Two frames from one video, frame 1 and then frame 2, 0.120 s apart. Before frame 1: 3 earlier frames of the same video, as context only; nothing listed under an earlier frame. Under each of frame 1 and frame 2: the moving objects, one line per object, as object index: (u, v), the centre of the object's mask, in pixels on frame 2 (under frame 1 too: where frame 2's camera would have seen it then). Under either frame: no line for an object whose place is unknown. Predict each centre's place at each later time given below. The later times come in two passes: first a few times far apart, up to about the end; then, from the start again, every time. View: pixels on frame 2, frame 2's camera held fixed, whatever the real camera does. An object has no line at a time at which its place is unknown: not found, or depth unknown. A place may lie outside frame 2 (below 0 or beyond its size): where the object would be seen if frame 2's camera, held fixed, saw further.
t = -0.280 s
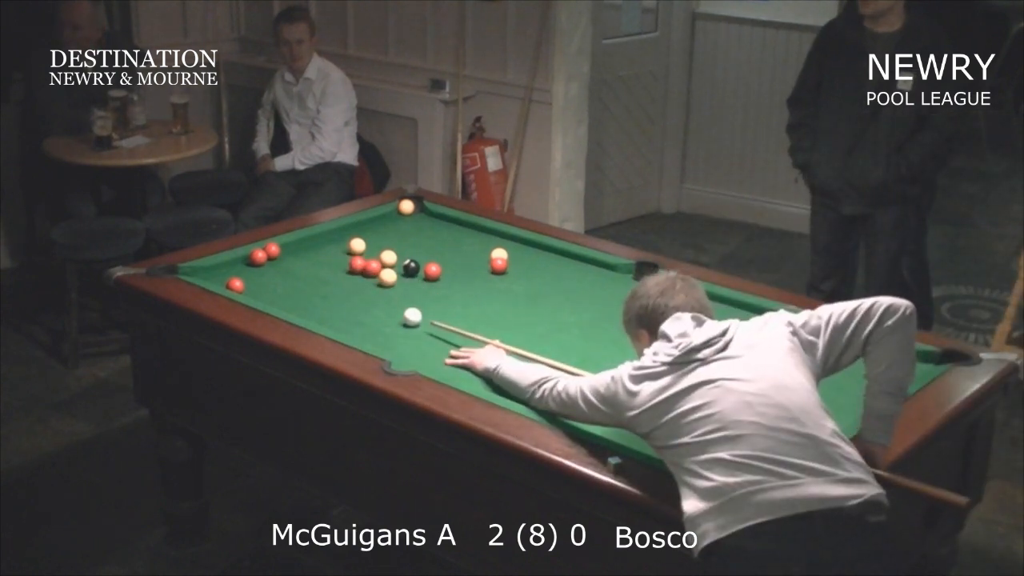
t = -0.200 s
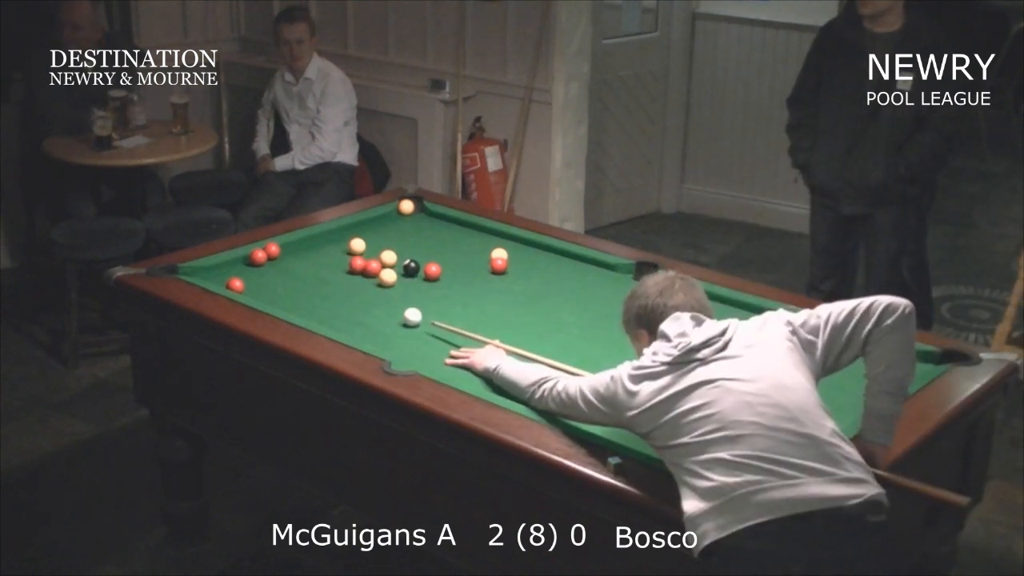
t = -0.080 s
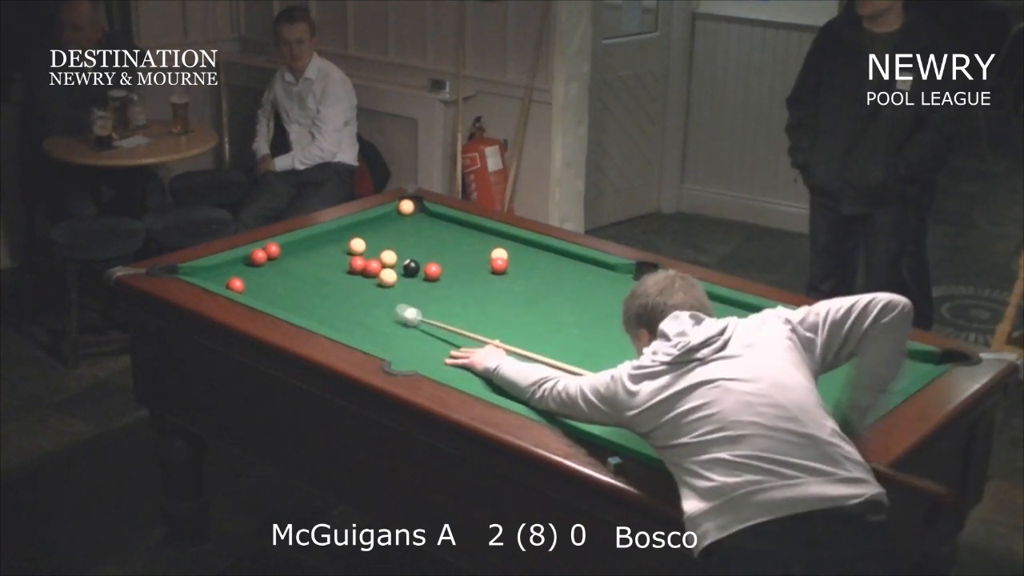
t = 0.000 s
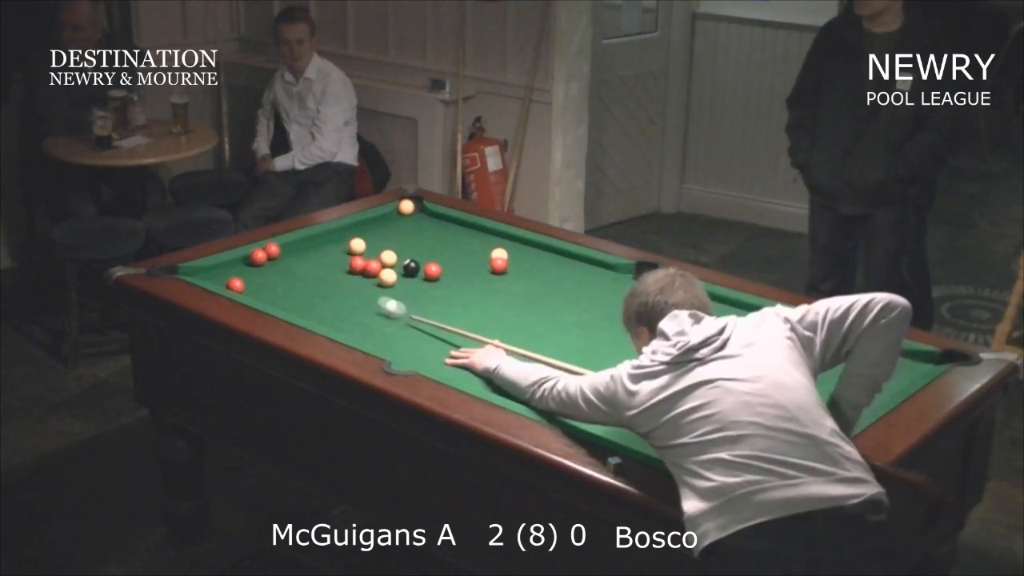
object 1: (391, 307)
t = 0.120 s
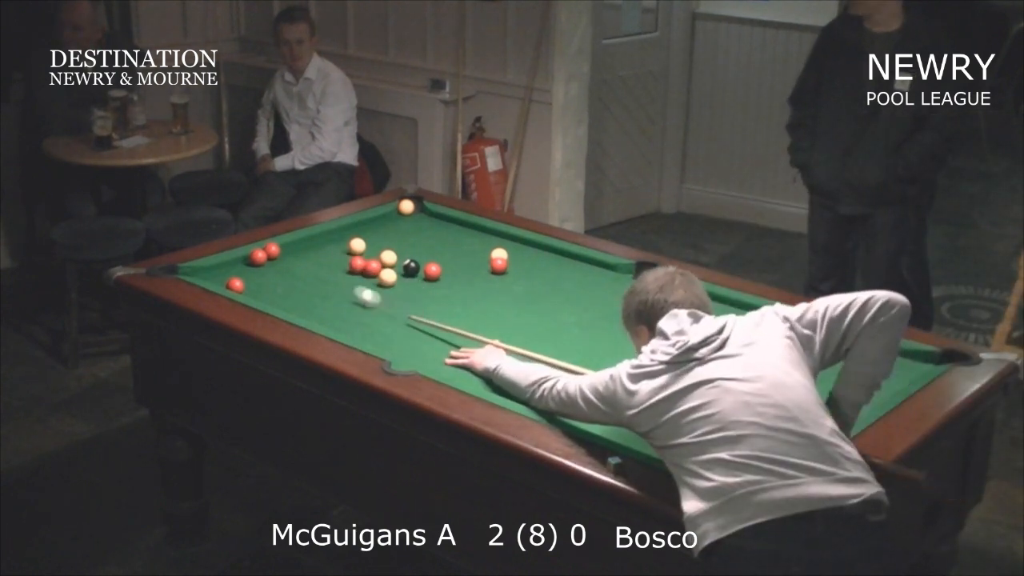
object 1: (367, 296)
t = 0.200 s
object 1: (352, 289)
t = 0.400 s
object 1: (315, 274)
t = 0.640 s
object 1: (278, 258)
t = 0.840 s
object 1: (281, 258)
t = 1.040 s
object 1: (284, 258)
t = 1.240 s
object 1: (286, 258)
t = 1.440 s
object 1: (286, 258)
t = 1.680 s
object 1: (286, 258)
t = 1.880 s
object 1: (286, 258)
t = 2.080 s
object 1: (286, 258)
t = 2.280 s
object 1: (286, 258)
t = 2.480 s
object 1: (286, 258)
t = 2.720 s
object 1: (286, 258)
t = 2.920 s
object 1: (286, 258)
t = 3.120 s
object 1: (286, 258)
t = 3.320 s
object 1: (286, 258)
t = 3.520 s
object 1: (286, 258)
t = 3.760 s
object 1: (286, 258)
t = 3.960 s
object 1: (286, 258)
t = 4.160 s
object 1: (286, 258)
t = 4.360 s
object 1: (286, 258)
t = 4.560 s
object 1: (286, 258)
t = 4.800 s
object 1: (286, 258)
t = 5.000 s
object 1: (286, 258)
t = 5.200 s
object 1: (286, 258)
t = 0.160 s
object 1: (359, 293)
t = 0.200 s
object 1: (352, 289)
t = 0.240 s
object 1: (344, 286)
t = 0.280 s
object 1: (337, 283)
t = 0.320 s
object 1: (329, 280)
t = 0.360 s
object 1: (322, 277)
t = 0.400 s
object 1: (315, 274)
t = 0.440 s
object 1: (308, 271)
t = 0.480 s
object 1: (302, 268)
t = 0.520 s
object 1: (295, 265)
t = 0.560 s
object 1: (289, 263)
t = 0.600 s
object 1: (283, 260)
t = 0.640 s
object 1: (278, 258)
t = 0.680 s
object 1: (277, 257)
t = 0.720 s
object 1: (279, 257)
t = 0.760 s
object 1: (280, 257)
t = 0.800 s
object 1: (280, 257)
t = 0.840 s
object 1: (281, 258)
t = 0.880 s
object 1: (282, 258)
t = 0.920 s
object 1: (282, 258)
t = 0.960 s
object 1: (283, 258)
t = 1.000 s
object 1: (283, 258)
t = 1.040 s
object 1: (284, 258)
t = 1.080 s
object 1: (284, 258)
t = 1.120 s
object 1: (285, 258)
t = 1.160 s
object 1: (285, 258)
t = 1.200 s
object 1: (285, 258)
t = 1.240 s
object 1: (286, 258)
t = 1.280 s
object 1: (286, 258)
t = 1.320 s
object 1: (286, 258)
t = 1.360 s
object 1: (286, 258)
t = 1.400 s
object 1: (286, 258)
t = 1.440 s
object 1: (286, 258)
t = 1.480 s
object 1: (286, 258)
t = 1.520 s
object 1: (286, 258)
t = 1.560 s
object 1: (286, 258)
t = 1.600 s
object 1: (286, 258)
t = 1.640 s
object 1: (286, 258)
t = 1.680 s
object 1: (286, 258)
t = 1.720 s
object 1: (286, 258)
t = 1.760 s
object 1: (286, 258)
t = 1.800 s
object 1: (286, 258)
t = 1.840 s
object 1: (286, 258)
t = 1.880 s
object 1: (286, 258)
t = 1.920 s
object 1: (286, 258)
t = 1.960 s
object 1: (286, 258)
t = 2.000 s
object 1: (286, 258)
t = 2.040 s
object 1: (286, 258)
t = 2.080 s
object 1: (286, 258)
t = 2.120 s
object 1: (286, 258)
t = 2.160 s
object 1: (286, 258)
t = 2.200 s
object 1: (286, 258)
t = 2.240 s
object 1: (286, 258)
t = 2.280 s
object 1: (286, 258)
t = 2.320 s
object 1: (286, 258)
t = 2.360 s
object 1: (286, 258)
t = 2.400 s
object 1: (286, 258)
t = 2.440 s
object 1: (286, 258)
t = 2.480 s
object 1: (286, 258)
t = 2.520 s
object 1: (286, 258)
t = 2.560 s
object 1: (286, 258)
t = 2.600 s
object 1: (286, 258)
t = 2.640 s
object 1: (286, 258)
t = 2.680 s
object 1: (286, 258)
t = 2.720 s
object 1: (286, 258)
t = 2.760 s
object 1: (286, 258)
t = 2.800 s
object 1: (286, 258)
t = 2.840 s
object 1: (286, 258)
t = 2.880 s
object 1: (286, 258)
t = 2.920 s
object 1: (286, 258)
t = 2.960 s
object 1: (286, 258)
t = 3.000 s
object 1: (286, 258)
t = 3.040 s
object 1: (286, 258)
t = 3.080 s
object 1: (286, 258)
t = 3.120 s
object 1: (286, 258)
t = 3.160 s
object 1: (286, 258)
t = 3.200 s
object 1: (286, 258)
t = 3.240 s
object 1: (286, 258)
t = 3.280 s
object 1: (286, 258)
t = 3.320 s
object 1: (286, 258)
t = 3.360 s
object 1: (286, 258)
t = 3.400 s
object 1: (286, 258)
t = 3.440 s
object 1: (286, 258)
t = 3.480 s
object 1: (286, 258)
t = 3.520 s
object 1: (286, 258)
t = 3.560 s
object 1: (286, 258)
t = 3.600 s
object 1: (286, 258)
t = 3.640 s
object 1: (286, 258)
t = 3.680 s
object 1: (286, 258)
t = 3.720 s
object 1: (286, 258)
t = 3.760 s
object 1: (286, 258)
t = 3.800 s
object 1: (286, 258)
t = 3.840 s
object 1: (286, 258)
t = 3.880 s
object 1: (286, 258)
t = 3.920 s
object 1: (286, 258)
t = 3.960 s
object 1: (286, 258)
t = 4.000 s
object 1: (286, 258)
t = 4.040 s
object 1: (286, 258)
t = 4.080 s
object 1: (286, 258)
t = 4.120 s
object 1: (286, 258)
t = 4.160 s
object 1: (286, 258)
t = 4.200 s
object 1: (286, 258)
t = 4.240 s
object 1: (286, 258)
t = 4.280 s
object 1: (286, 258)
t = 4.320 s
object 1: (286, 258)
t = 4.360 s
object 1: (286, 258)
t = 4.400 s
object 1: (286, 258)
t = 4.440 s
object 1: (286, 258)
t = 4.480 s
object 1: (286, 258)
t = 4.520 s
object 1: (286, 258)
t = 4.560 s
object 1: (286, 258)
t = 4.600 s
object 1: (286, 258)
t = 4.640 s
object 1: (286, 258)
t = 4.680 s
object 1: (286, 258)
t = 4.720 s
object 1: (286, 258)
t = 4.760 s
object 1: (286, 258)
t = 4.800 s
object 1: (286, 258)
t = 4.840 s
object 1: (286, 258)
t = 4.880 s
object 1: (286, 258)
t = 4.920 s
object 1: (286, 258)
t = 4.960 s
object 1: (286, 258)
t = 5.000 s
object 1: (286, 258)
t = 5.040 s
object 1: (286, 258)
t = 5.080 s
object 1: (286, 258)
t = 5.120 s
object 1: (286, 258)
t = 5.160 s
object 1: (286, 258)
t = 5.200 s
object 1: (286, 258)
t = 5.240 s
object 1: (286, 258)
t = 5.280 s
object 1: (286, 258)
